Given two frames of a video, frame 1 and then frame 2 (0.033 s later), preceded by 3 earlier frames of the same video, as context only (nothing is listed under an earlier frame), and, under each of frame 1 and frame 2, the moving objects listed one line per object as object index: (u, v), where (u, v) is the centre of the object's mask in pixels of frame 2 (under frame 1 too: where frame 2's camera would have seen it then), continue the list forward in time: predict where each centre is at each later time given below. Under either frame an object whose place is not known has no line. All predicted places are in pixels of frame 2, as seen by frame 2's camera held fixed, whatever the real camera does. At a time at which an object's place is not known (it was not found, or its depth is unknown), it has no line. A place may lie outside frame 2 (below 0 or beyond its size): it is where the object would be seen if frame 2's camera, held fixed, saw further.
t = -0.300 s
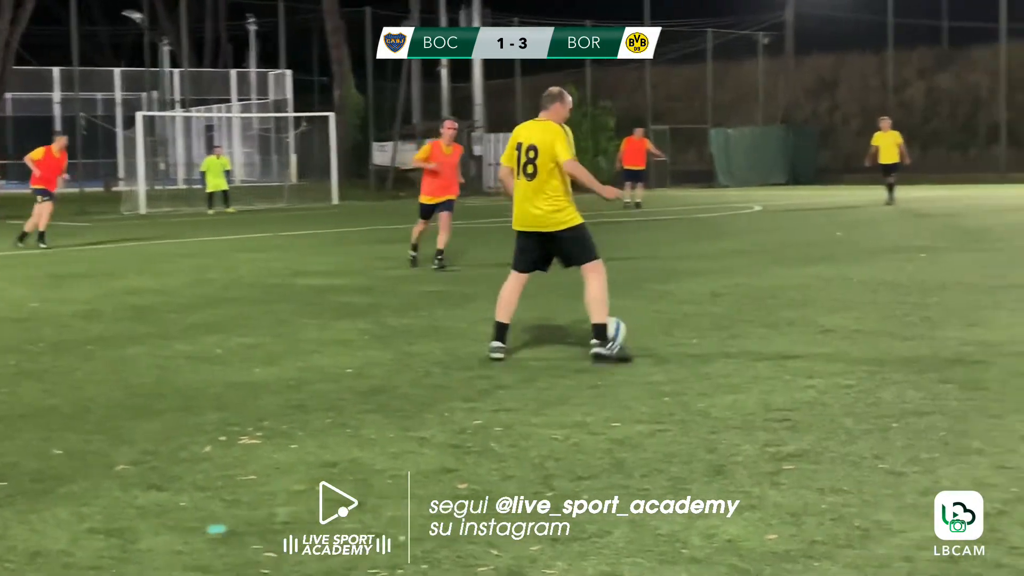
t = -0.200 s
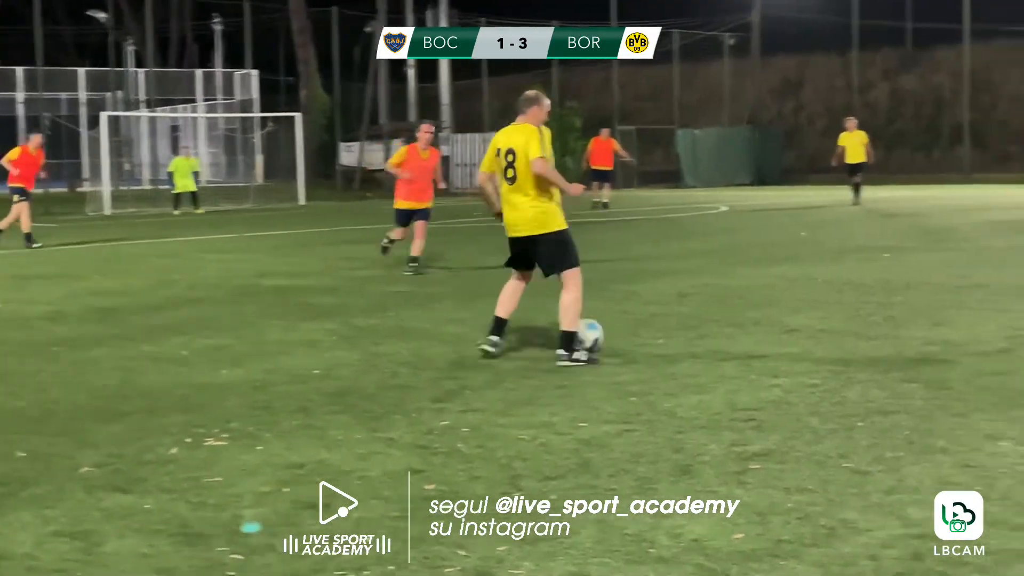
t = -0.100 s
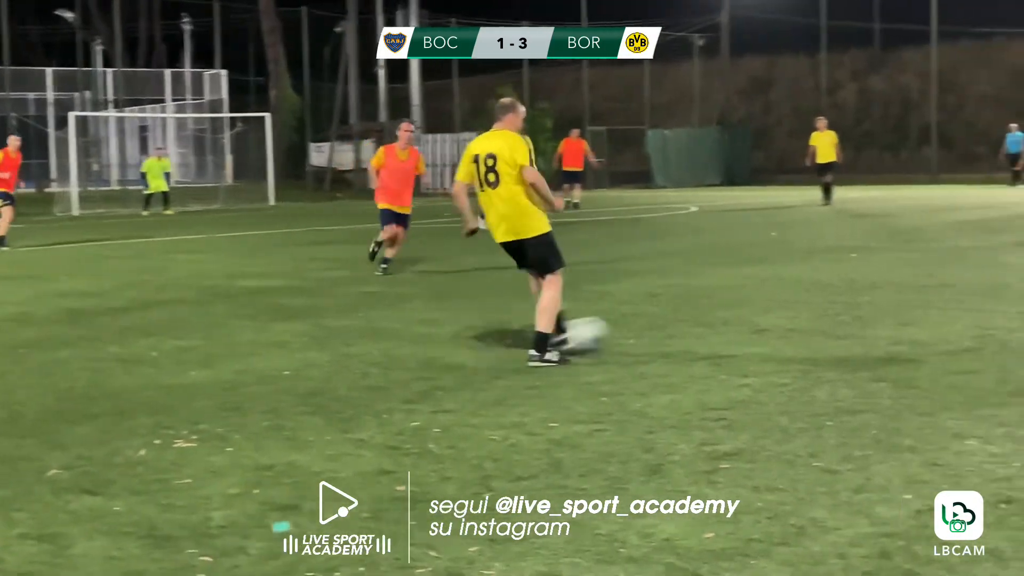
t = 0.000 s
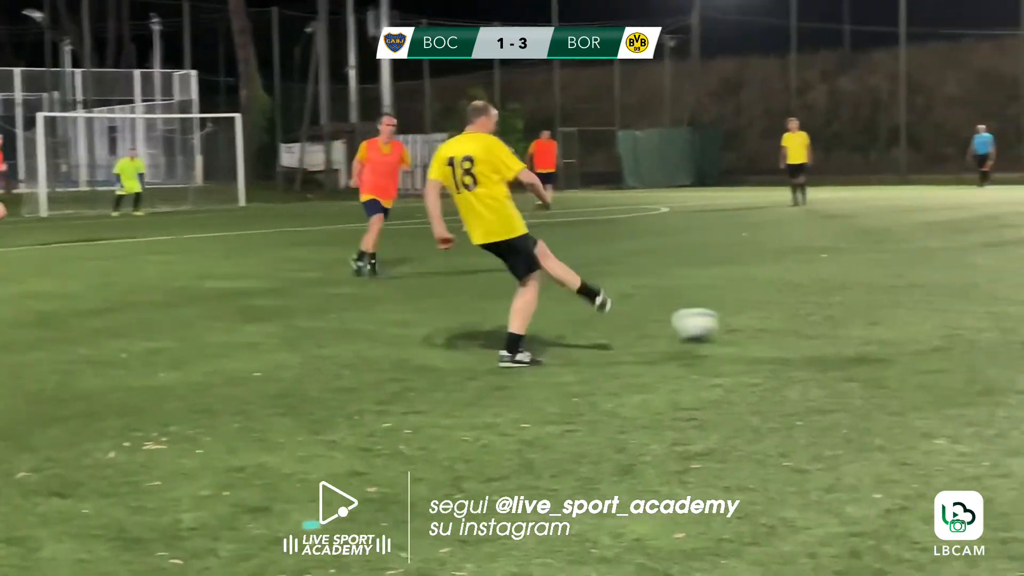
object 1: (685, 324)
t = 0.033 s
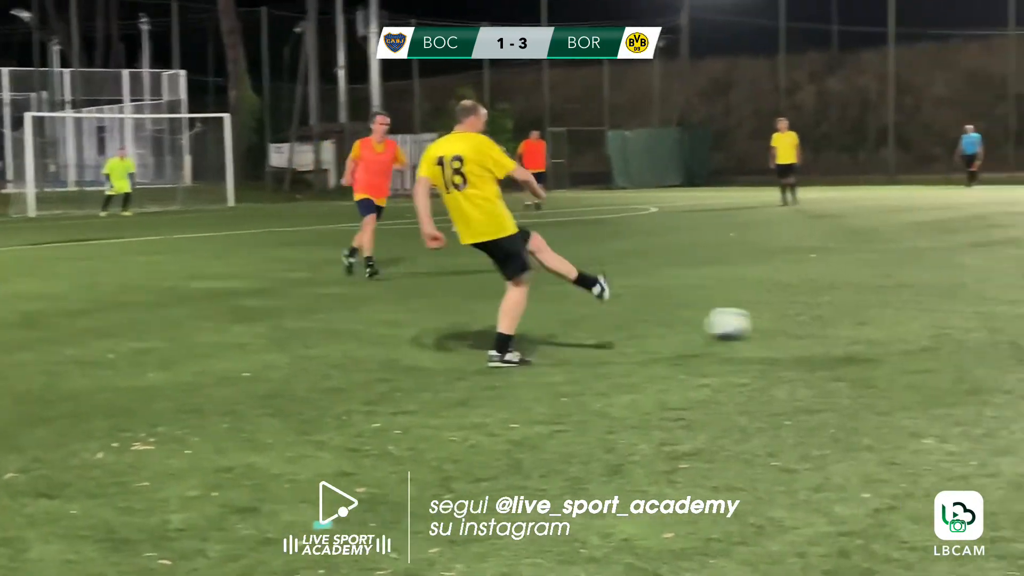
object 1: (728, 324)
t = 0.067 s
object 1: (769, 320)
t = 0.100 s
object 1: (808, 315)
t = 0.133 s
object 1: (846, 311)
